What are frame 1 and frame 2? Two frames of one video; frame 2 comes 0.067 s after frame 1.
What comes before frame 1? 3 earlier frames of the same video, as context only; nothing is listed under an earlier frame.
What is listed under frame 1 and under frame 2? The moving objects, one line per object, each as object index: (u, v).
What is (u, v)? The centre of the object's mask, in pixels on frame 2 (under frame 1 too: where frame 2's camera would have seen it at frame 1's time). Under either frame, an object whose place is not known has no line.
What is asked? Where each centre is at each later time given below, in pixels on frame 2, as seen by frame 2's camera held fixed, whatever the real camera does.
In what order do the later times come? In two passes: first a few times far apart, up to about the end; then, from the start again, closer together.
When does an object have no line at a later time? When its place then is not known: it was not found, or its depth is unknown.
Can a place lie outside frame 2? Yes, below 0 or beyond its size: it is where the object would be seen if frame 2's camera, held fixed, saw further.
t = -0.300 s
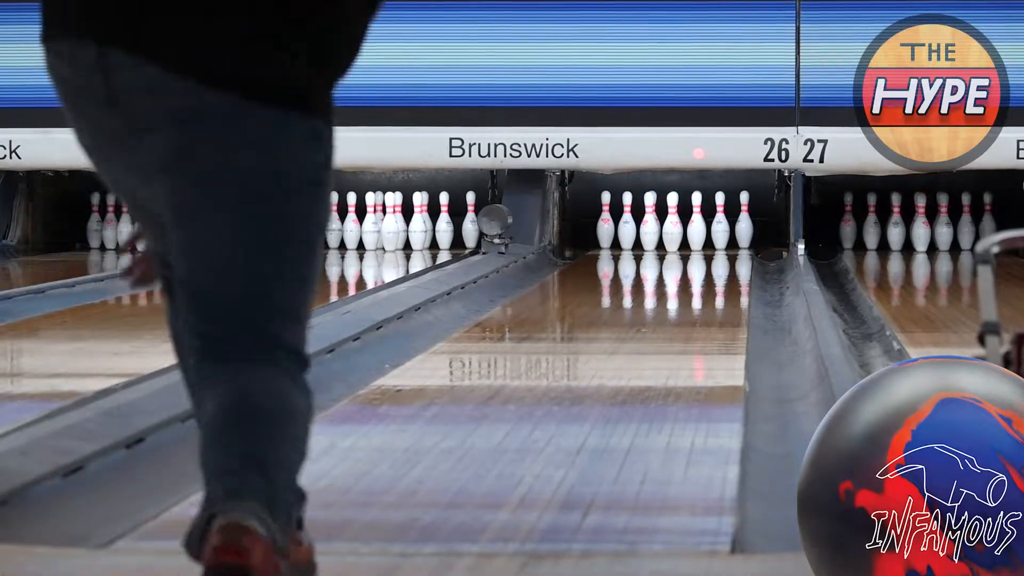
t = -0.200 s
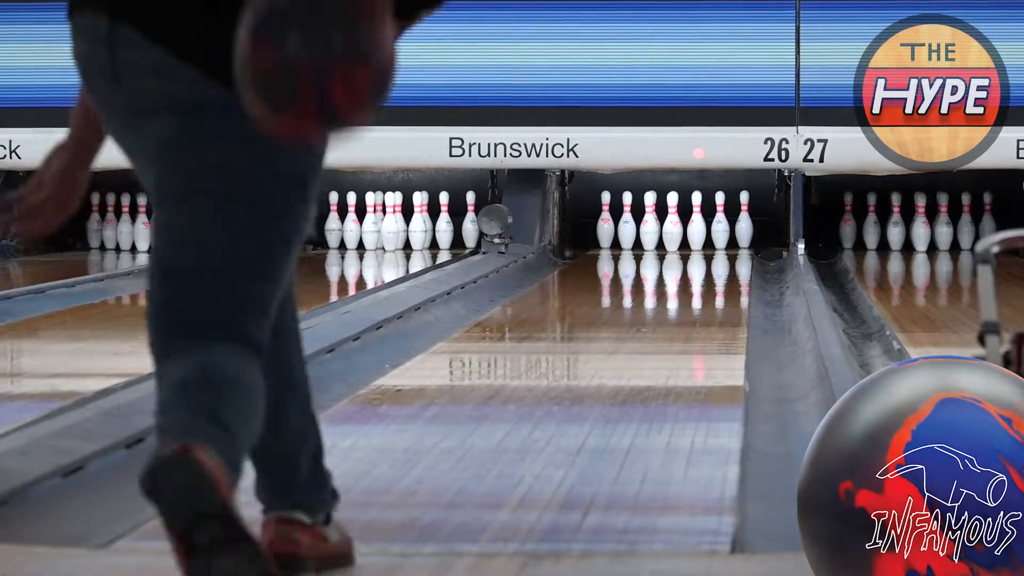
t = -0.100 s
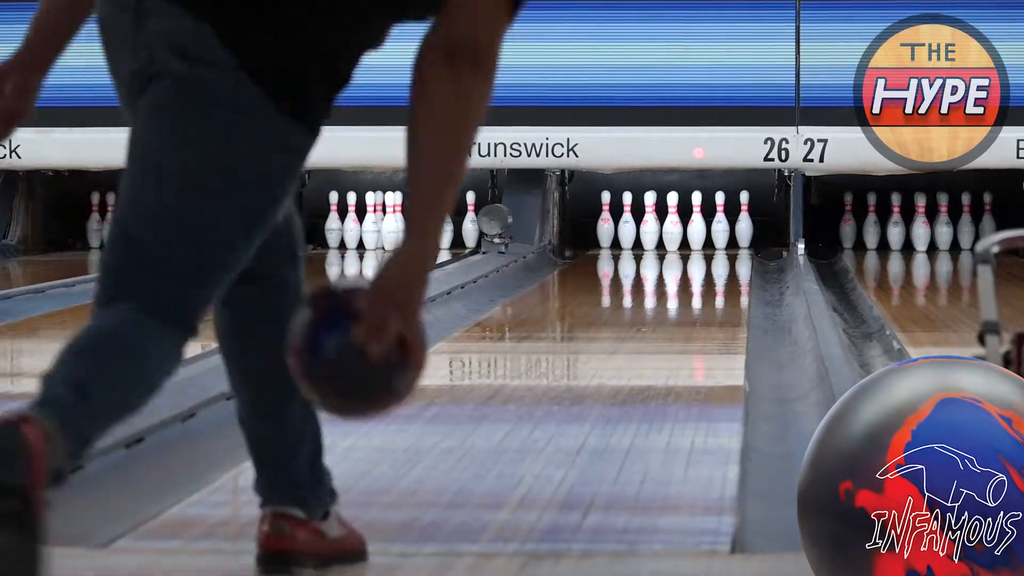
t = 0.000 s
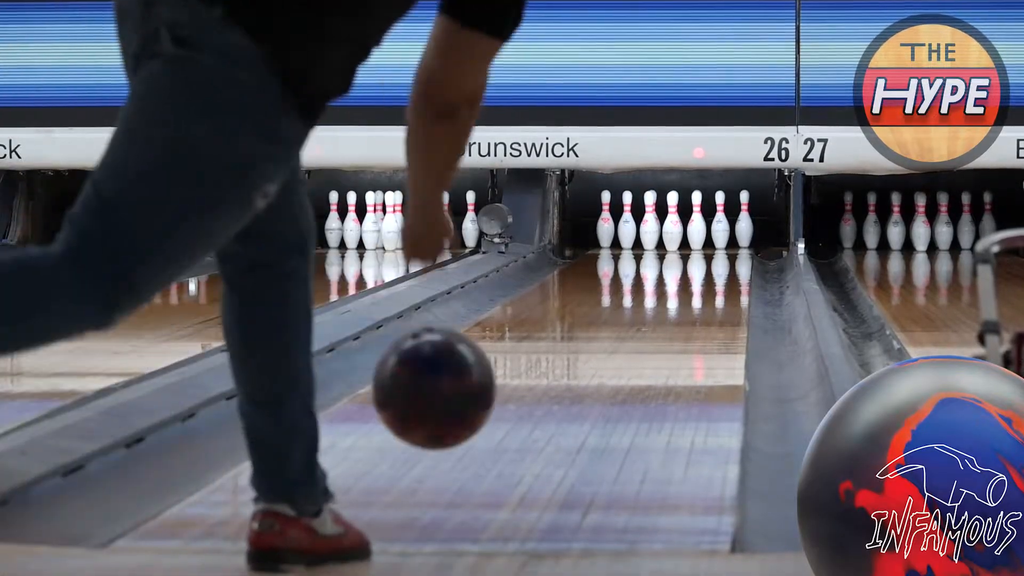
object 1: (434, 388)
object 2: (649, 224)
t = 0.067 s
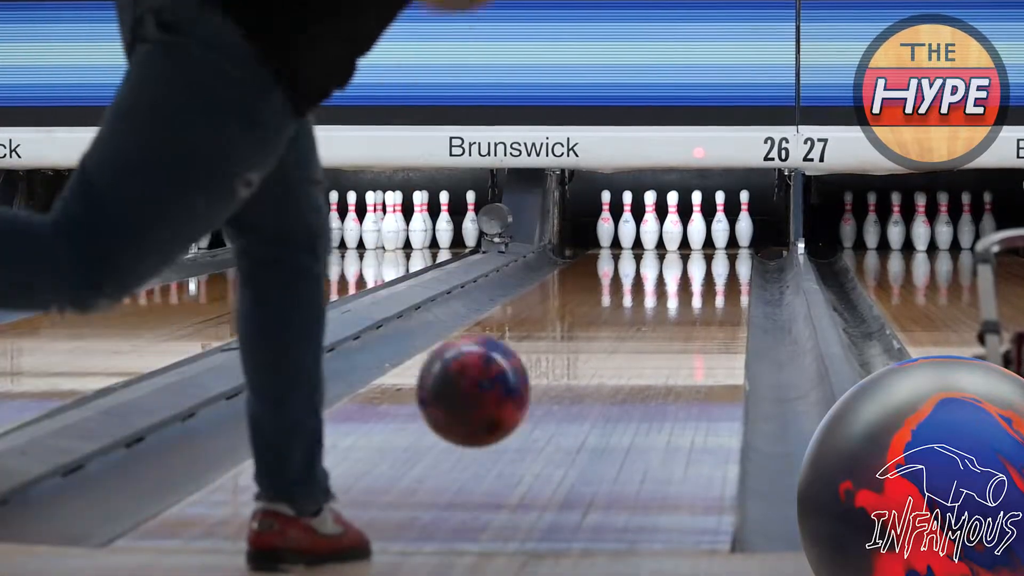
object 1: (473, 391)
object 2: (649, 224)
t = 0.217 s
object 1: (541, 395)
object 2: (649, 224)
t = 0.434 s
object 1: (608, 356)
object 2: (649, 224)
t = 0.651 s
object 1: (651, 324)
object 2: (649, 224)
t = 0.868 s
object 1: (680, 300)
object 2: (649, 224)
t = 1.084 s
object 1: (699, 282)
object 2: (649, 224)
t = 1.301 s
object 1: (709, 269)
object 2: (649, 224)
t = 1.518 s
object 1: (711, 258)
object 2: (649, 224)
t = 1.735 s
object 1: (708, 249)
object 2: (649, 224)
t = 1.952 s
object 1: (700, 242)
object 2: (649, 224)
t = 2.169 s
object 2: (649, 224)
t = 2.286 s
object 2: (601, 222)
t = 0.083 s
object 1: (482, 395)
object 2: (649, 224)
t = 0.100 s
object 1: (491, 400)
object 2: (649, 223)
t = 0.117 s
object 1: (498, 406)
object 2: (649, 224)
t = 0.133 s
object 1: (506, 414)
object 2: (649, 224)
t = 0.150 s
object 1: (514, 423)
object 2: (649, 224)
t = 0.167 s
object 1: (521, 415)
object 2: (649, 224)
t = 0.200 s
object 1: (535, 400)
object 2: (649, 224)
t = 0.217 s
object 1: (541, 395)
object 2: (649, 224)
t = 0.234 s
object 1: (547, 390)
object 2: (649, 224)
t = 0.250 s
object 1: (554, 387)
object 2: (649, 224)
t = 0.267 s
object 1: (559, 385)
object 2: (649, 224)
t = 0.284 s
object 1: (565, 385)
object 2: (649, 224)
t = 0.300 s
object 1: (570, 383)
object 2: (649, 224)
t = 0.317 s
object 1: (575, 378)
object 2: (649, 224)
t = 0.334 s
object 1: (581, 375)
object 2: (649, 224)
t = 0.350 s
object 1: (585, 372)
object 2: (649, 224)
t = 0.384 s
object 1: (595, 365)
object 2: (649, 224)
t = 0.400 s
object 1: (599, 362)
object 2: (649, 224)
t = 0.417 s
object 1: (603, 358)
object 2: (649, 224)
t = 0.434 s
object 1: (608, 356)
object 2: (649, 224)
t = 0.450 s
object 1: (612, 353)
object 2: (649, 224)
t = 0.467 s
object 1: (616, 350)
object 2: (649, 224)
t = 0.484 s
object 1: (619, 347)
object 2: (649, 224)
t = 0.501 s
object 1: (623, 344)
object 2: (649, 224)
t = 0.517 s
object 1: (627, 342)
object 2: (649, 224)
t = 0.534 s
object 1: (630, 339)
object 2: (649, 224)
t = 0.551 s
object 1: (633, 337)
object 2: (649, 224)
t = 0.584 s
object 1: (640, 332)
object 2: (649, 224)
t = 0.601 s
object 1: (643, 331)
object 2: (649, 224)
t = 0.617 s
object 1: (645, 328)
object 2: (649, 224)
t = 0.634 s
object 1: (648, 326)
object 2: (649, 224)
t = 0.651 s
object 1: (651, 324)
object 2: (649, 224)
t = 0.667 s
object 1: (654, 322)
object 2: (649, 224)
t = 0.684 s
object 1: (656, 320)
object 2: (649, 224)
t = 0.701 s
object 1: (659, 318)
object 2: (649, 224)
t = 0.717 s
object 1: (661, 316)
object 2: (649, 223)
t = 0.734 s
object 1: (664, 314)
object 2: (649, 224)
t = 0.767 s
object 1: (668, 311)
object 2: (649, 224)
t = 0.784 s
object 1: (670, 309)
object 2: (649, 224)
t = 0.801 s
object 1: (673, 307)
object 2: (649, 224)
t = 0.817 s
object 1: (675, 305)
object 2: (649, 224)
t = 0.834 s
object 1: (676, 303)
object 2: (649, 224)
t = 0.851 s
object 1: (678, 302)
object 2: (649, 224)
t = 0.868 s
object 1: (680, 300)
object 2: (649, 224)
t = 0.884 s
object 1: (682, 298)
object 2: (649, 224)
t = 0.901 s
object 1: (684, 297)
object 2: (649, 224)
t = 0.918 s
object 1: (685, 295)
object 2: (649, 224)
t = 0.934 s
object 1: (686, 294)
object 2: (649, 224)
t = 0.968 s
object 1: (690, 291)
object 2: (649, 224)
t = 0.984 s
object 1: (691, 289)
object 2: (649, 224)
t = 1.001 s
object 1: (693, 288)
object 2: (649, 224)
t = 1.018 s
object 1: (694, 287)
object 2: (649, 224)
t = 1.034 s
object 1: (695, 286)
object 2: (649, 224)
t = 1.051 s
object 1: (696, 285)
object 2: (649, 224)
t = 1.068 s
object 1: (698, 284)
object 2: (649, 224)
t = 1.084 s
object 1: (699, 282)
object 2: (649, 224)
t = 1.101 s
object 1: (700, 281)
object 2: (649, 224)
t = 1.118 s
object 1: (701, 280)
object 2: (649, 224)
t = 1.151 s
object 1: (703, 278)
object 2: (649, 224)
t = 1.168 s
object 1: (704, 277)
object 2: (649, 224)
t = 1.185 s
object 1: (705, 275)
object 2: (649, 224)
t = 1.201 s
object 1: (705, 274)
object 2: (649, 224)
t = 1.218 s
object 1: (706, 273)
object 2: (649, 224)
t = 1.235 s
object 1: (707, 272)
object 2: (649, 224)
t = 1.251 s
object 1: (707, 272)
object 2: (649, 224)
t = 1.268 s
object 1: (708, 271)
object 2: (649, 224)
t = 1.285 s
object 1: (708, 270)
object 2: (649, 224)
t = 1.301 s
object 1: (709, 269)
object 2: (649, 224)
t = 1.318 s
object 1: (709, 268)
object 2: (649, 224)
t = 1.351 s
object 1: (709, 266)
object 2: (649, 224)
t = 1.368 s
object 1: (710, 265)
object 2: (649, 224)
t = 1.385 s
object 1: (710, 265)
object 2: (649, 224)
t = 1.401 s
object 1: (711, 264)
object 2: (649, 224)
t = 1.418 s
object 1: (710, 263)
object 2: (649, 224)
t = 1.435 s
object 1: (711, 262)
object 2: (649, 224)
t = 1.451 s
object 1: (711, 262)
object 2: (649, 224)
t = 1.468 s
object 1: (711, 261)
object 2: (649, 224)
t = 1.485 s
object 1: (711, 260)
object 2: (649, 224)
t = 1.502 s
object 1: (711, 259)
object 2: (649, 224)
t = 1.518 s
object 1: (711, 258)
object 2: (649, 224)
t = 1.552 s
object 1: (711, 257)
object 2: (649, 224)
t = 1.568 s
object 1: (711, 256)
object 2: (649, 224)
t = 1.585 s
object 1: (711, 255)
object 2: (649, 224)
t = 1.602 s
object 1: (711, 254)
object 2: (649, 224)
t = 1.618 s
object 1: (711, 254)
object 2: (649, 224)
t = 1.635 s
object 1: (710, 253)
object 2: (649, 224)
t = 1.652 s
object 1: (710, 252)
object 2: (649, 224)
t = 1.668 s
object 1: (710, 251)
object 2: (649, 224)
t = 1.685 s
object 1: (710, 251)
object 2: (649, 224)
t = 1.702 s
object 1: (710, 250)
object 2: (649, 224)
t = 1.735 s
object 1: (708, 249)
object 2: (649, 224)
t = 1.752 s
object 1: (708, 248)
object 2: (649, 224)
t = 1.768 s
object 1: (708, 247)
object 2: (649, 224)
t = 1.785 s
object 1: (707, 247)
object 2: (649, 224)
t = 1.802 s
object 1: (707, 246)
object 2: (649, 224)
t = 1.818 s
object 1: (706, 246)
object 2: (649, 224)
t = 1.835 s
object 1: (705, 245)
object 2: (649, 224)
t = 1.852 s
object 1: (705, 245)
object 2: (649, 224)
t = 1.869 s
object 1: (704, 244)
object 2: (649, 224)
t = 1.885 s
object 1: (703, 244)
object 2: (649, 224)
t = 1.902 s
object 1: (702, 243)
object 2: (649, 224)
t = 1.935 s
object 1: (701, 242)
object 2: (649, 224)
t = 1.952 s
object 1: (700, 242)
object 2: (649, 224)
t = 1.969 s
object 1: (699, 242)
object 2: (649, 224)
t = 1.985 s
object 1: (698, 241)
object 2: (649, 224)
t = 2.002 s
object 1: (697, 241)
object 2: (649, 224)
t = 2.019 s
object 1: (696, 241)
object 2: (649, 224)
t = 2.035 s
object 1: (694, 240)
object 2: (649, 224)
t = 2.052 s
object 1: (693, 239)
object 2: (649, 224)
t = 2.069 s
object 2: (649, 224)
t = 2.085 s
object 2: (649, 224)
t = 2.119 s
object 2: (649, 224)
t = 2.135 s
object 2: (649, 224)
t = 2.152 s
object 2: (649, 224)
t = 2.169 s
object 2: (649, 224)
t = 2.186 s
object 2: (649, 224)
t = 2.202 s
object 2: (649, 224)
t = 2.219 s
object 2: (647, 224)
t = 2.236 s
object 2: (639, 221)
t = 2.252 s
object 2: (626, 221)
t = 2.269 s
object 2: (614, 221)
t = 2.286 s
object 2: (601, 222)
